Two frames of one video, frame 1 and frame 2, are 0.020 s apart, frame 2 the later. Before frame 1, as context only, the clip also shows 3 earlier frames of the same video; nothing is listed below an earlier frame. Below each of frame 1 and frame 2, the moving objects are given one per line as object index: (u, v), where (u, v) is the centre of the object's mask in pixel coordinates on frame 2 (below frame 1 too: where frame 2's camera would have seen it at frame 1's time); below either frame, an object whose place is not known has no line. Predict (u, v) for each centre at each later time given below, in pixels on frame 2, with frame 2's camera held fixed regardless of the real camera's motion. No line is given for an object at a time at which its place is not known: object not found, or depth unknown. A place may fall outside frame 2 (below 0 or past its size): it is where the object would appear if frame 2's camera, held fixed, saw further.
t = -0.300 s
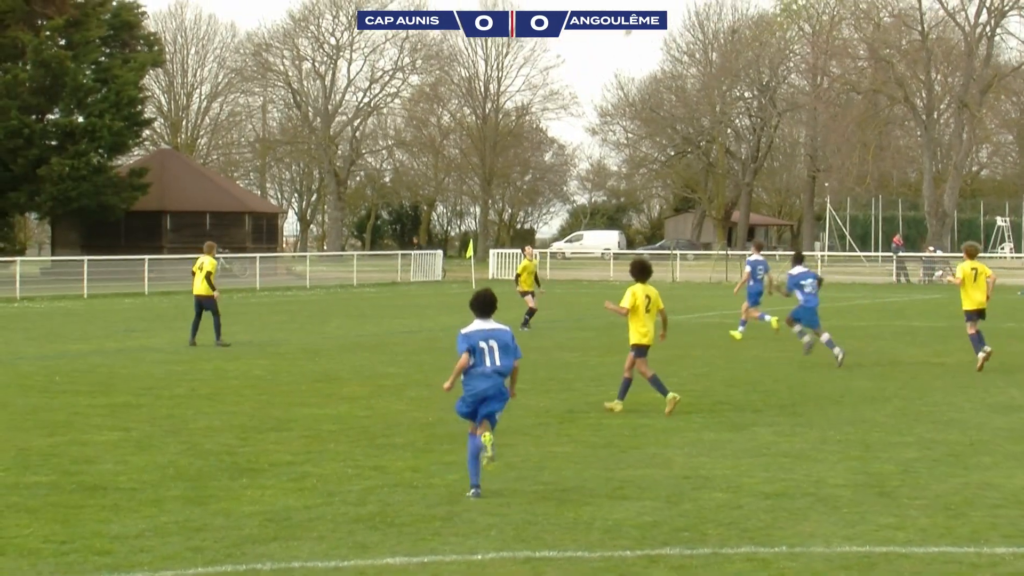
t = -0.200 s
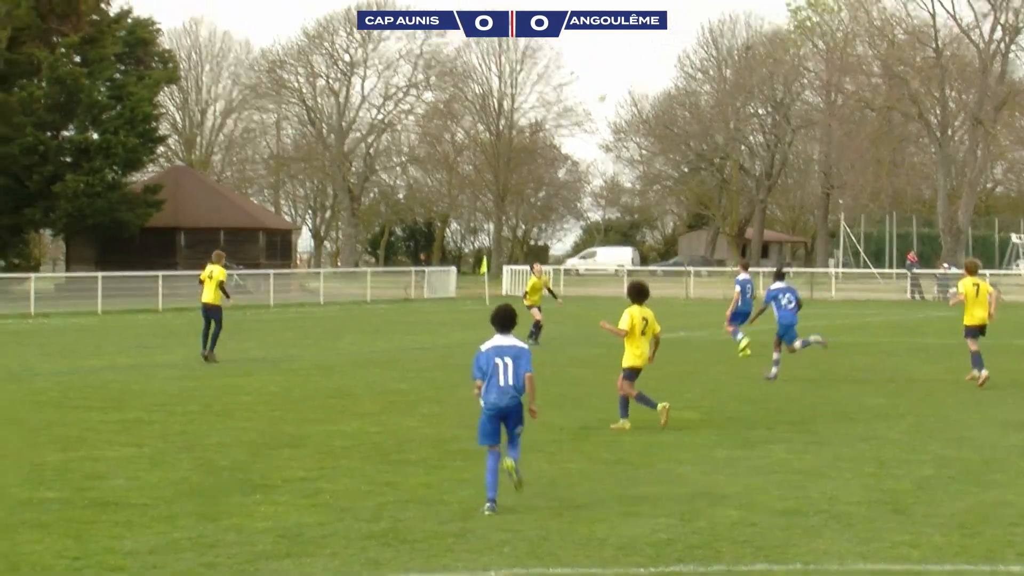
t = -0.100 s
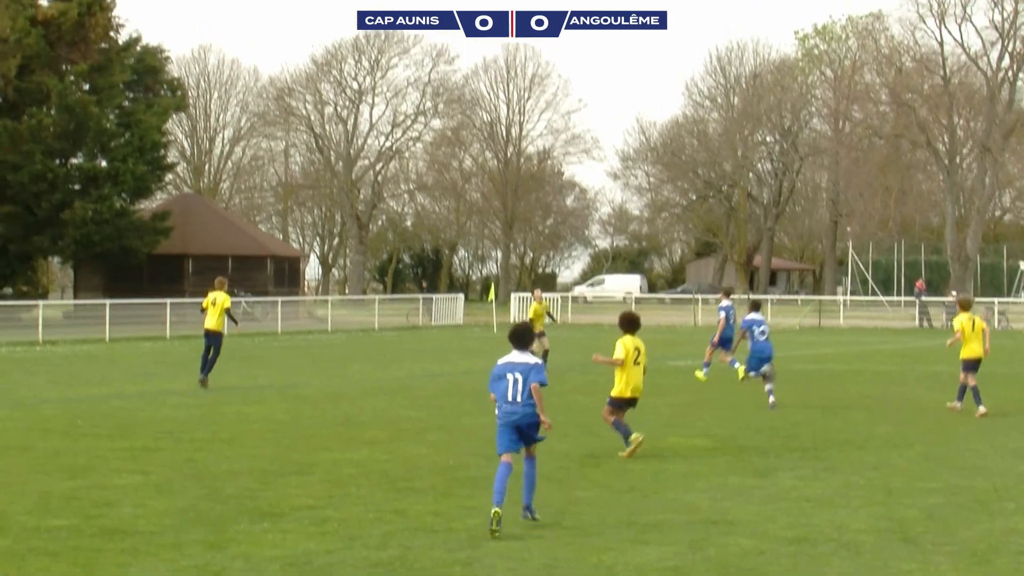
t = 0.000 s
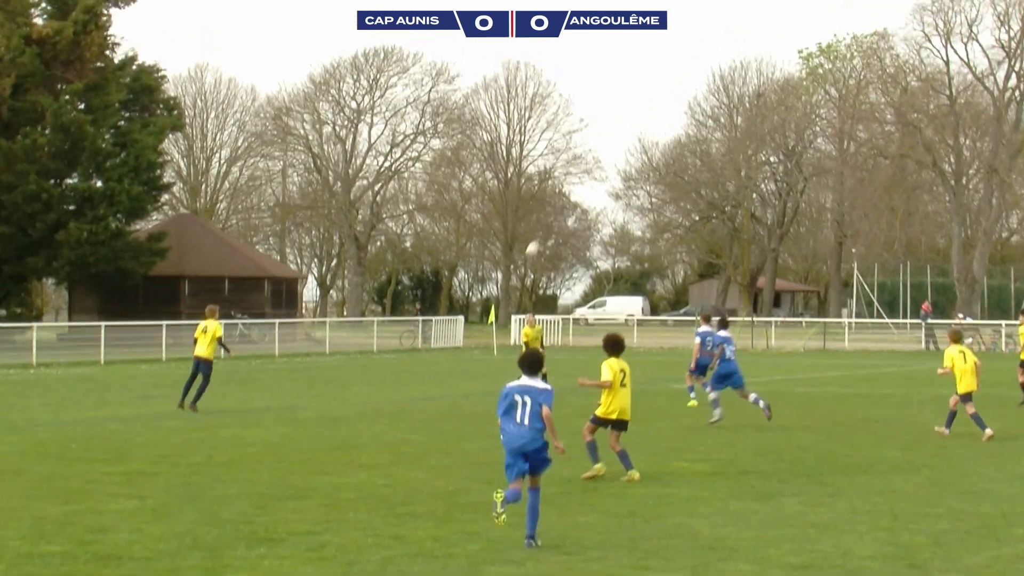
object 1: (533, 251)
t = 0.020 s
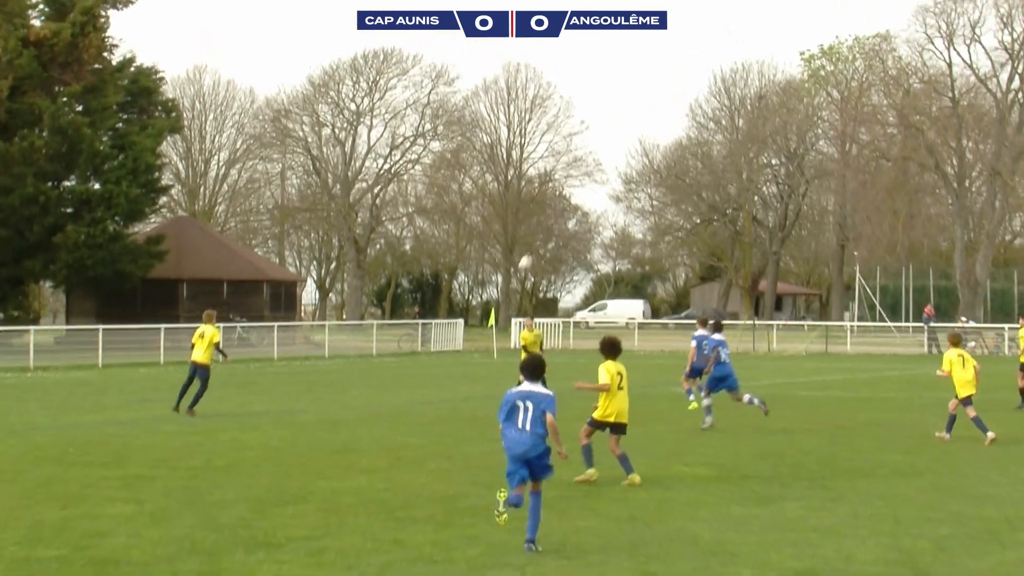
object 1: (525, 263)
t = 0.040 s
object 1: (516, 274)
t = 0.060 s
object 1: (508, 287)
